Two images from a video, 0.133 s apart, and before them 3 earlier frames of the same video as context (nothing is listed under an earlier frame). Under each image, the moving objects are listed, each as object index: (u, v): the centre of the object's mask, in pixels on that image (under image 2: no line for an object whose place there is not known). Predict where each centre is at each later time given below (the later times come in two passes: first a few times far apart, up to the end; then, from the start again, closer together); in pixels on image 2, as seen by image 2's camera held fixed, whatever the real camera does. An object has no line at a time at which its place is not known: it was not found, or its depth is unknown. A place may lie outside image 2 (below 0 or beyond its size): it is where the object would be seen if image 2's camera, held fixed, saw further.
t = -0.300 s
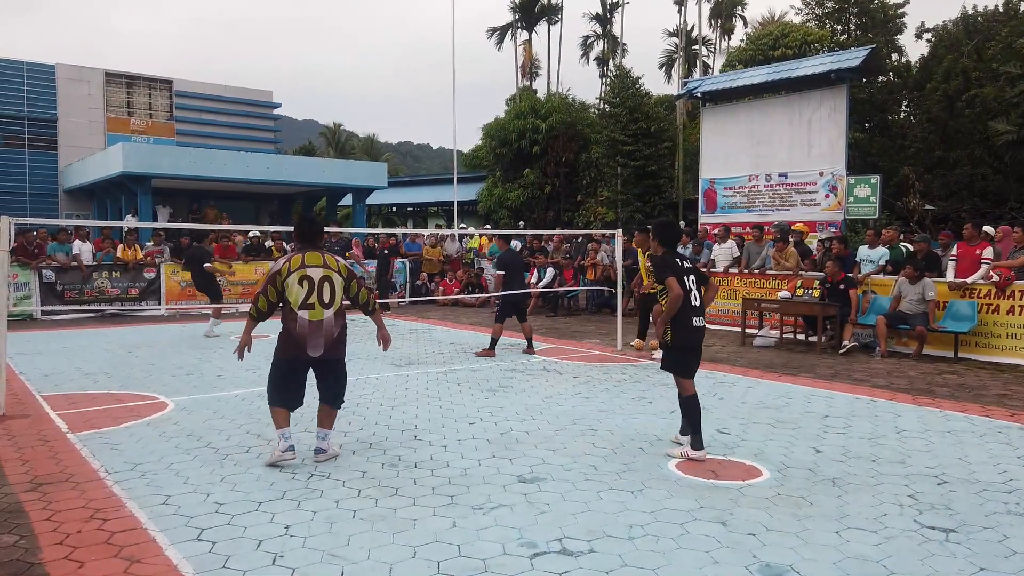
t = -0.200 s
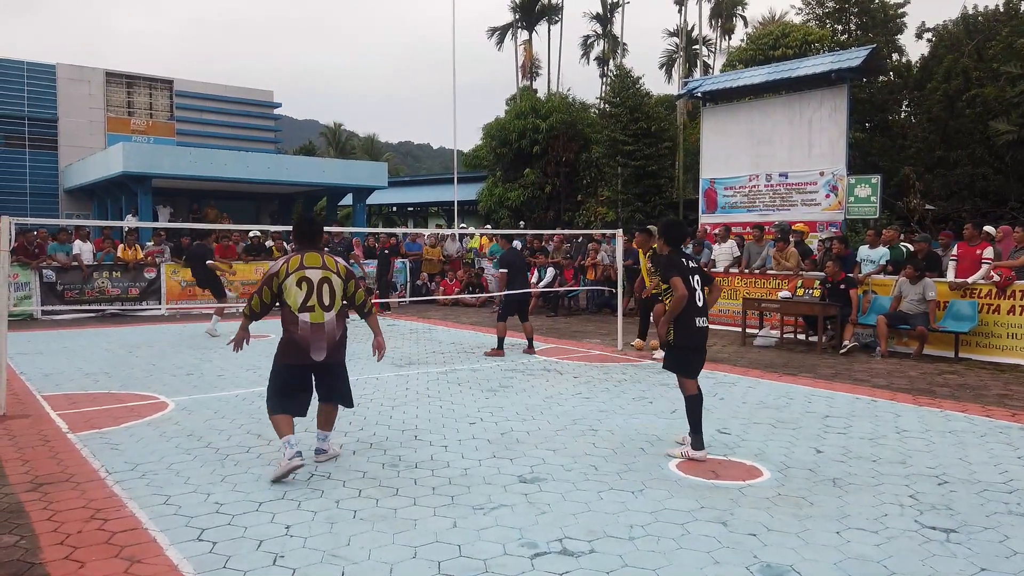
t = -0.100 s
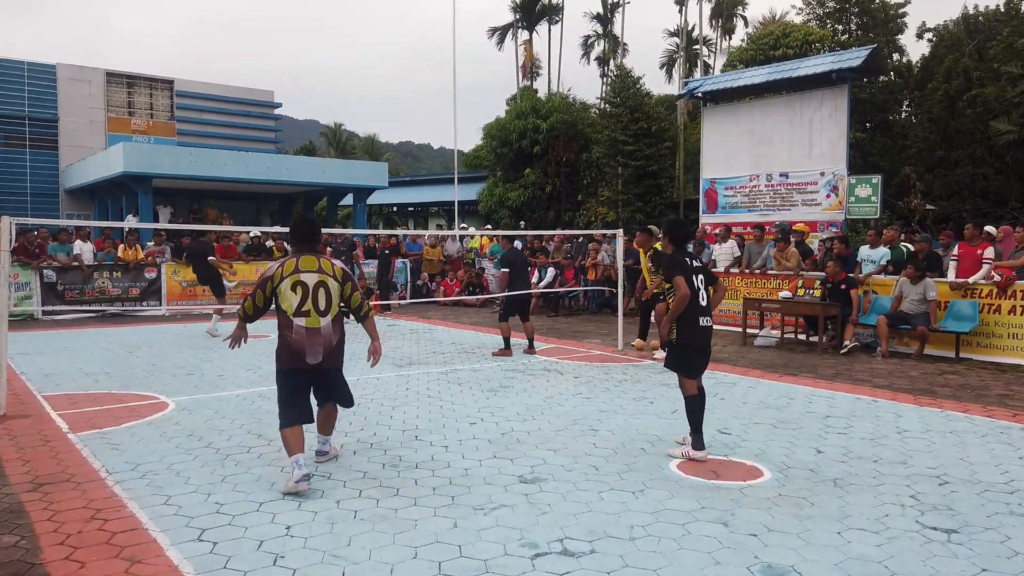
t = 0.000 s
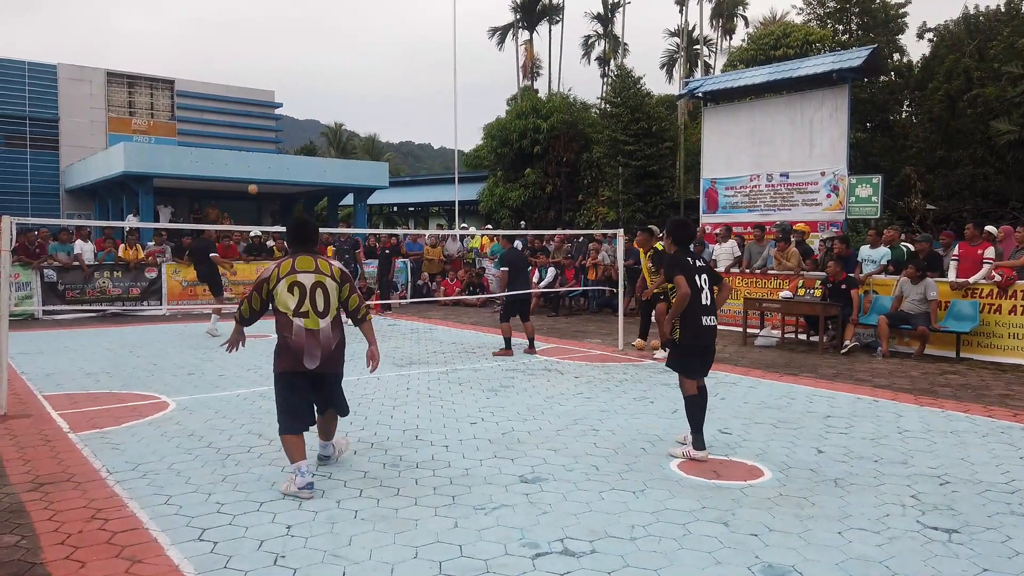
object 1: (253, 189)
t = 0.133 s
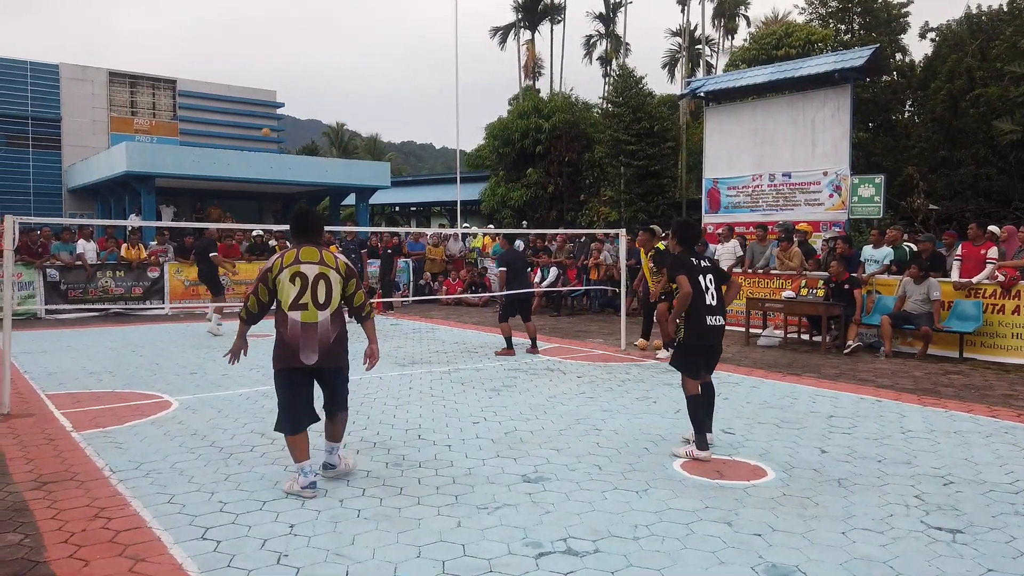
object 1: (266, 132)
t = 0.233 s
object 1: (275, 98)
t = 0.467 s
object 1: (296, 40)
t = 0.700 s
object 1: (318, 20)
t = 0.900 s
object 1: (341, 35)
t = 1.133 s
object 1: (367, 95)
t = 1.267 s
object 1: (382, 149)
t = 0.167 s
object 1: (269, 120)
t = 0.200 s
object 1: (271, 108)
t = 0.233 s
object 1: (275, 98)
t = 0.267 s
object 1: (277, 87)
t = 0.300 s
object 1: (280, 77)
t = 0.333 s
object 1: (284, 68)
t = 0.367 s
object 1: (287, 60)
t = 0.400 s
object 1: (290, 53)
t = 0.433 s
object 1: (292, 46)
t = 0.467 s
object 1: (296, 40)
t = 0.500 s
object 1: (299, 34)
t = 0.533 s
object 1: (302, 30)
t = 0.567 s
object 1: (305, 26)
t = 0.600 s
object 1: (309, 24)
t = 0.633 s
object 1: (312, 21)
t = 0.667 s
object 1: (316, 20)
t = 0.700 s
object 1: (318, 20)
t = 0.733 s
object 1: (322, 20)
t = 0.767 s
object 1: (326, 22)
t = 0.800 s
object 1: (330, 24)
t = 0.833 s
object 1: (333, 27)
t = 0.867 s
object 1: (337, 30)
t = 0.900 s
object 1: (341, 35)
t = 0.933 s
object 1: (345, 41)
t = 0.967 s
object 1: (348, 48)
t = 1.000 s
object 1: (352, 55)
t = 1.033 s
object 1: (355, 64)
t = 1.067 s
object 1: (359, 73)
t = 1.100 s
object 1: (363, 83)
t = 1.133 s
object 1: (367, 95)
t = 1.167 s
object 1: (370, 107)
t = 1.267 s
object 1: (382, 149)
